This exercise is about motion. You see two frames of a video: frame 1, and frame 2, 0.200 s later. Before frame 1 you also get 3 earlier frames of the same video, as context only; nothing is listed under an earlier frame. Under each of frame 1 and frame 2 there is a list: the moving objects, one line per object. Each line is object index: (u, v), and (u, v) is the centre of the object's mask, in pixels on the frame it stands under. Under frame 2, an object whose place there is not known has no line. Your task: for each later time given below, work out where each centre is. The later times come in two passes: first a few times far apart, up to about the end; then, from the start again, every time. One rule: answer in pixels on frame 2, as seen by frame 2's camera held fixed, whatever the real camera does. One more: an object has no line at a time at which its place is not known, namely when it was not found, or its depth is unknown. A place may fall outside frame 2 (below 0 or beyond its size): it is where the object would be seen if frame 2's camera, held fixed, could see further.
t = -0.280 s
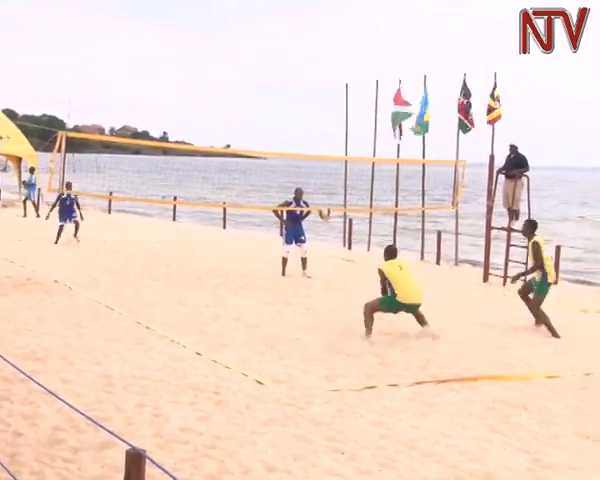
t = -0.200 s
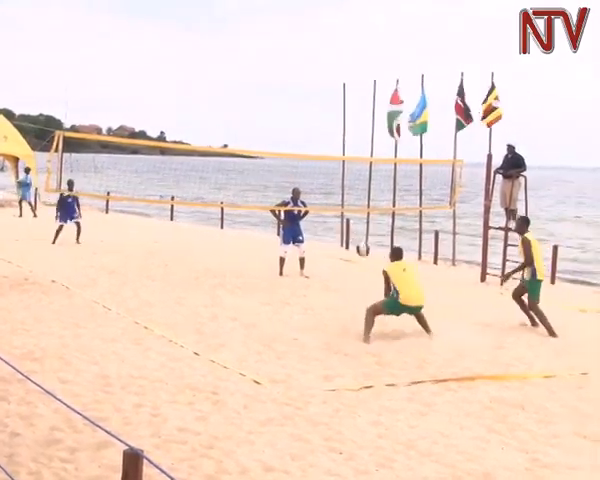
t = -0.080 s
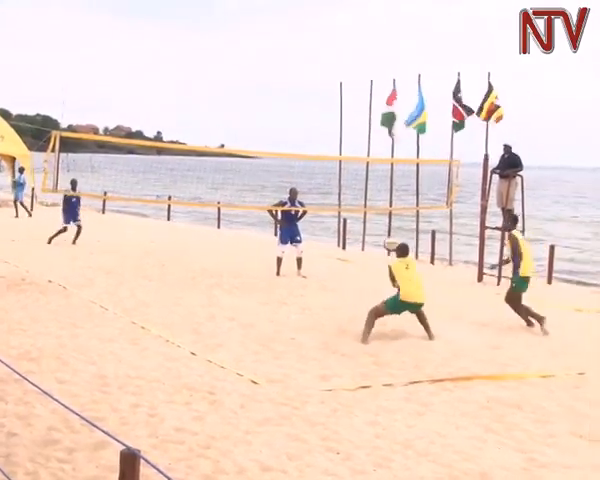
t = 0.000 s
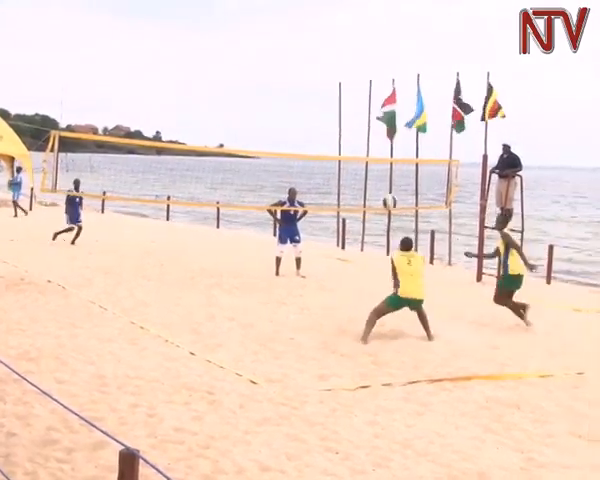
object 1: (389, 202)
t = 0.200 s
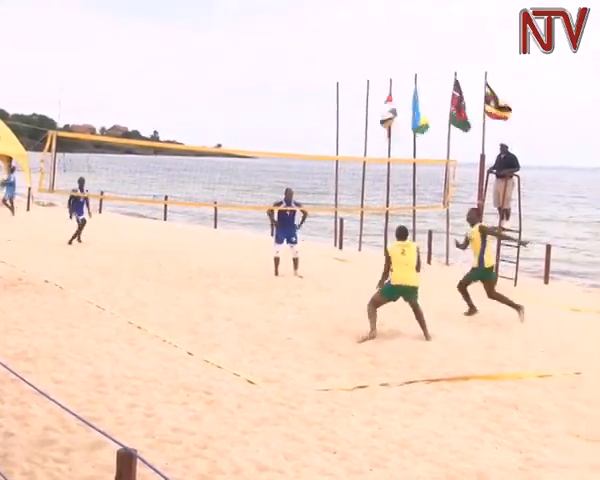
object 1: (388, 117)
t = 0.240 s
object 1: (388, 108)
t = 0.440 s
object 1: (385, 61)
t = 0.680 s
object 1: (382, 43)
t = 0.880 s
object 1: (379, 58)
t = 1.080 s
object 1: (375, 98)
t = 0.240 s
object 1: (388, 108)
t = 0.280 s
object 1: (387, 97)
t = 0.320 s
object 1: (386, 86)
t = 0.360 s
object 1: (386, 77)
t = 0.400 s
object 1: (386, 68)
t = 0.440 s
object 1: (385, 61)
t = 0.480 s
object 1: (385, 55)
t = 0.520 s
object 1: (385, 51)
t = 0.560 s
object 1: (384, 47)
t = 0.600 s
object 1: (383, 44)
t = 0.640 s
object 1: (383, 43)
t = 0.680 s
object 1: (382, 43)
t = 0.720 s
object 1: (382, 44)
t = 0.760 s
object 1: (381, 46)
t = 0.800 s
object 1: (381, 50)
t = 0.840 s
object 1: (380, 53)
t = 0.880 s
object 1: (379, 58)
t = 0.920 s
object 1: (378, 64)
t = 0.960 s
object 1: (378, 71)
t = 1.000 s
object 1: (377, 79)
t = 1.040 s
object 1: (376, 87)
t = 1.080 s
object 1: (375, 98)
